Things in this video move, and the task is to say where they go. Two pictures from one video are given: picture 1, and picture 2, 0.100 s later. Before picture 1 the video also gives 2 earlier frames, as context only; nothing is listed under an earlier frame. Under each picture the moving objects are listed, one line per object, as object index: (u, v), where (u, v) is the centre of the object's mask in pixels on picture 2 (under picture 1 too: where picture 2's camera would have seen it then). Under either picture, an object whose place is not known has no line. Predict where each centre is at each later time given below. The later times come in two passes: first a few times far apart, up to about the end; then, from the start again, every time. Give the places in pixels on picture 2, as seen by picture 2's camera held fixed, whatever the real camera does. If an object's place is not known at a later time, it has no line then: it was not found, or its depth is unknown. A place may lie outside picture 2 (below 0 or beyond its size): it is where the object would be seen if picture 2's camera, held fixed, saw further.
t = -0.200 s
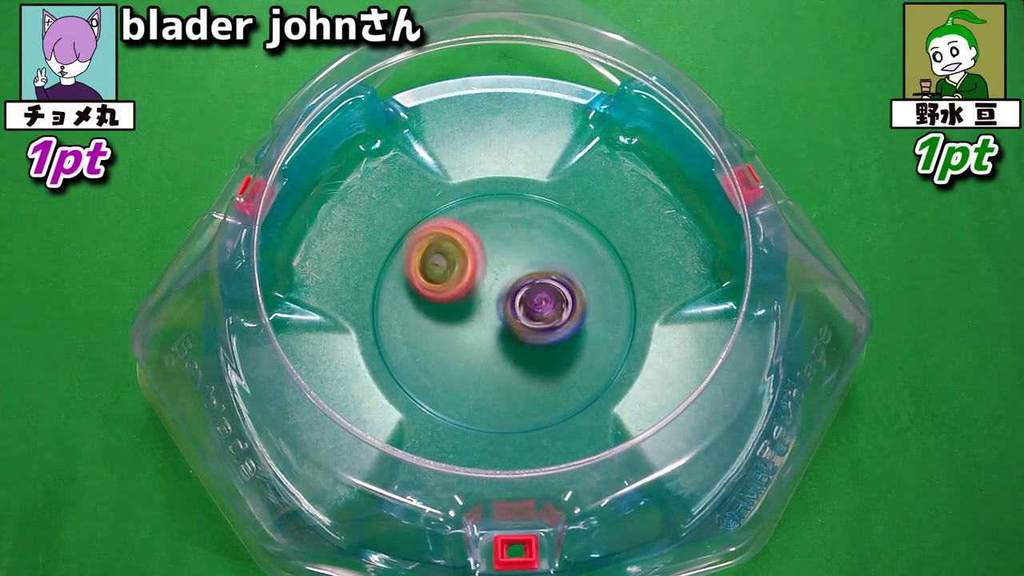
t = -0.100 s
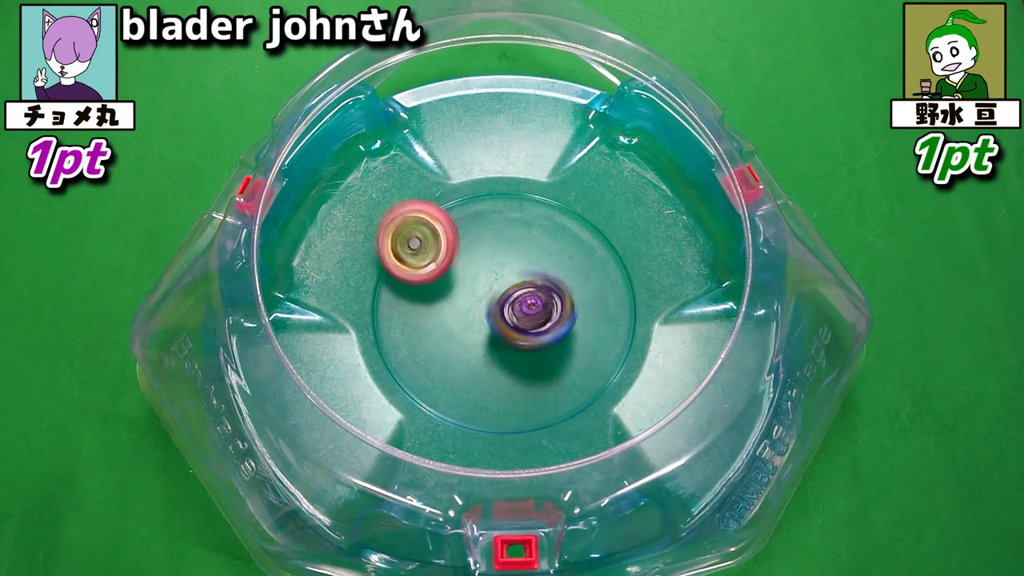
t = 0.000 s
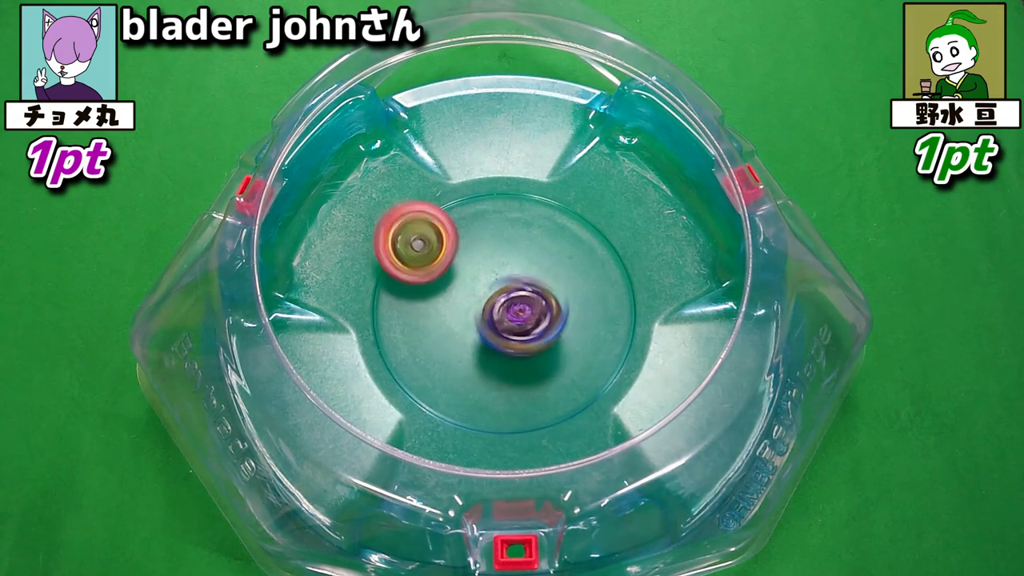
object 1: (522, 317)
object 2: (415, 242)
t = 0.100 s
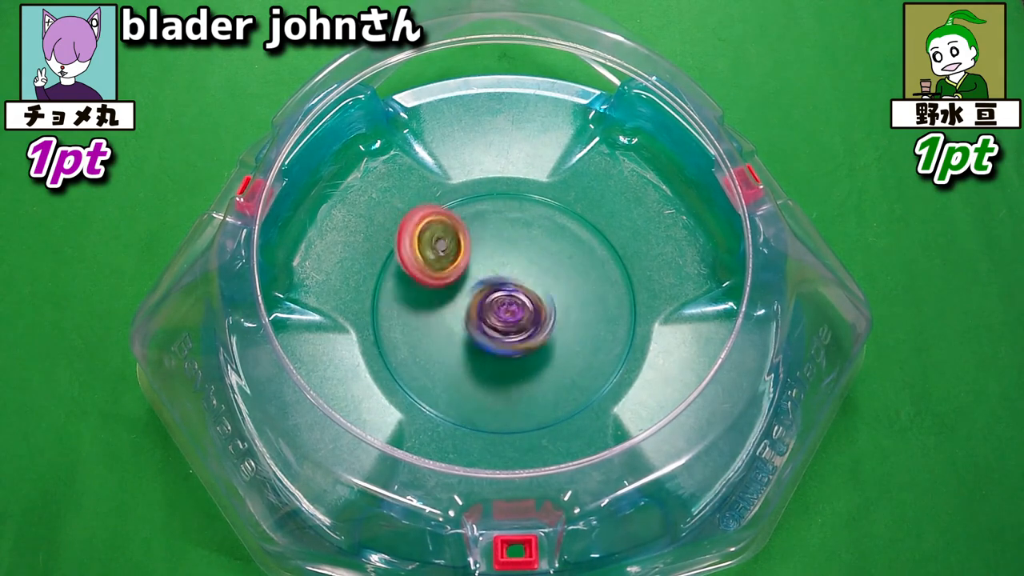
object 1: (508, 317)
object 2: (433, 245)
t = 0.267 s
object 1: (500, 335)
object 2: (446, 255)
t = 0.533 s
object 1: (516, 361)
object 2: (494, 263)
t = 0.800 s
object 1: (535, 341)
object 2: (505, 264)
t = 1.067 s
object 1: (540, 340)
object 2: (495, 263)
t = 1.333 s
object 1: (541, 355)
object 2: (498, 282)
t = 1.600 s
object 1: (525, 347)
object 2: (490, 271)
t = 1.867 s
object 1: (483, 337)
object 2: (495, 264)
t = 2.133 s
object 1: (497, 339)
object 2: (489, 272)
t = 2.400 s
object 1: (504, 339)
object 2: (486, 264)
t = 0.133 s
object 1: (501, 317)
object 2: (439, 249)
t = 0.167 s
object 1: (496, 316)
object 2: (443, 253)
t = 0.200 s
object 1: (497, 320)
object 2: (445, 253)
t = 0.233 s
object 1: (500, 329)
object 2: (446, 254)
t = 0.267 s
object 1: (500, 335)
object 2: (446, 255)
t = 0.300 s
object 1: (500, 336)
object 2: (449, 259)
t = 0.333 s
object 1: (500, 336)
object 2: (454, 265)
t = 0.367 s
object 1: (504, 336)
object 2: (461, 271)
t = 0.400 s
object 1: (510, 342)
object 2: (469, 273)
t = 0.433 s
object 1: (514, 352)
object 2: (475, 270)
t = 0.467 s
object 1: (513, 360)
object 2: (482, 267)
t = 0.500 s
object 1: (512, 363)
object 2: (489, 265)
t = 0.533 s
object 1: (516, 361)
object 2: (494, 263)
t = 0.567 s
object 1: (523, 360)
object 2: (499, 259)
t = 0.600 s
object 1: (532, 360)
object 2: (501, 256)
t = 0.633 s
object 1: (534, 364)
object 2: (501, 256)
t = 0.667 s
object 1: (534, 363)
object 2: (500, 255)
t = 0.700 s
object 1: (530, 358)
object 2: (501, 257)
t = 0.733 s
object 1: (527, 351)
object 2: (501, 260)
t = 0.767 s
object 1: (530, 343)
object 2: (502, 263)
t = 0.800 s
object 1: (535, 341)
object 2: (505, 264)
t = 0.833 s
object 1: (537, 335)
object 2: (507, 263)
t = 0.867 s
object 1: (534, 332)
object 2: (508, 261)
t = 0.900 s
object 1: (532, 329)
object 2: (509, 261)
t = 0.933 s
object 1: (531, 331)
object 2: (506, 260)
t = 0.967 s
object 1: (530, 332)
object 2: (503, 260)
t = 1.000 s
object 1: (533, 336)
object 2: (499, 261)
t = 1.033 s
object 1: (536, 338)
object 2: (496, 261)
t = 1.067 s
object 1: (540, 340)
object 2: (495, 263)
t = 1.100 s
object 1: (544, 341)
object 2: (495, 266)
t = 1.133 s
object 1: (546, 342)
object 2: (496, 271)
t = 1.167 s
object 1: (548, 343)
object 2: (499, 276)
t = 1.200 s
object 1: (548, 344)
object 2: (503, 280)
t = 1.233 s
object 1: (548, 346)
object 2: (503, 280)
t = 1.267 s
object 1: (546, 350)
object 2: (505, 280)
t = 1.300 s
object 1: (543, 352)
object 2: (502, 281)
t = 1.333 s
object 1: (541, 355)
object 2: (498, 282)
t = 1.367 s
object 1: (539, 356)
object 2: (493, 282)
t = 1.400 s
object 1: (537, 355)
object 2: (491, 282)
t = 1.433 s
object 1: (534, 352)
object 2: (491, 282)
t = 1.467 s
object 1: (535, 349)
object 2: (491, 282)
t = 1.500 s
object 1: (533, 347)
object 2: (491, 281)
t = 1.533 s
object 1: (531, 348)
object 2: (488, 275)
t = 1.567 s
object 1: (529, 348)
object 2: (488, 271)
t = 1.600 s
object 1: (525, 347)
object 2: (490, 271)
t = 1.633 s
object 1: (521, 344)
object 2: (491, 271)
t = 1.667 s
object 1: (515, 342)
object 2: (492, 272)
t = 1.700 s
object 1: (509, 339)
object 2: (495, 273)
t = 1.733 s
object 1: (502, 337)
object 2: (498, 273)
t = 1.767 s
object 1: (495, 337)
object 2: (498, 271)
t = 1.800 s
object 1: (489, 335)
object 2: (498, 270)
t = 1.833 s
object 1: (485, 336)
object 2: (498, 267)
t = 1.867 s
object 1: (483, 337)
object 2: (495, 264)
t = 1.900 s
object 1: (482, 337)
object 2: (493, 263)
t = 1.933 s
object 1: (483, 337)
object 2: (491, 262)
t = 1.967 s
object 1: (484, 337)
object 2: (488, 261)
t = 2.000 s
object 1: (486, 337)
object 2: (486, 263)
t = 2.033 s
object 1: (488, 337)
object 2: (484, 266)
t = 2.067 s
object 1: (491, 337)
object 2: (484, 270)
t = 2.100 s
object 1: (495, 338)
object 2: (486, 272)
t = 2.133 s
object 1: (497, 339)
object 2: (489, 272)
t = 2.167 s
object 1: (500, 339)
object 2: (491, 270)
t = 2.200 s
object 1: (503, 339)
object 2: (492, 268)
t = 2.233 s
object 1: (504, 340)
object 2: (491, 266)
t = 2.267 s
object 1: (505, 340)
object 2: (490, 264)
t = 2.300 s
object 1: (505, 339)
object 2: (488, 264)
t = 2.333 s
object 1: (505, 339)
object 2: (487, 264)
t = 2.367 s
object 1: (505, 339)
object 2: (486, 263)
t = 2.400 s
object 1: (504, 339)
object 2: (486, 264)
